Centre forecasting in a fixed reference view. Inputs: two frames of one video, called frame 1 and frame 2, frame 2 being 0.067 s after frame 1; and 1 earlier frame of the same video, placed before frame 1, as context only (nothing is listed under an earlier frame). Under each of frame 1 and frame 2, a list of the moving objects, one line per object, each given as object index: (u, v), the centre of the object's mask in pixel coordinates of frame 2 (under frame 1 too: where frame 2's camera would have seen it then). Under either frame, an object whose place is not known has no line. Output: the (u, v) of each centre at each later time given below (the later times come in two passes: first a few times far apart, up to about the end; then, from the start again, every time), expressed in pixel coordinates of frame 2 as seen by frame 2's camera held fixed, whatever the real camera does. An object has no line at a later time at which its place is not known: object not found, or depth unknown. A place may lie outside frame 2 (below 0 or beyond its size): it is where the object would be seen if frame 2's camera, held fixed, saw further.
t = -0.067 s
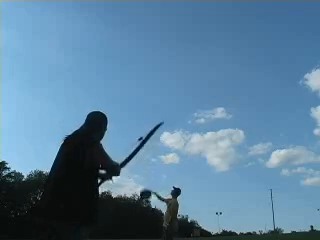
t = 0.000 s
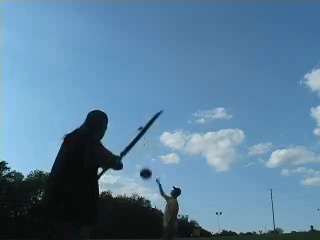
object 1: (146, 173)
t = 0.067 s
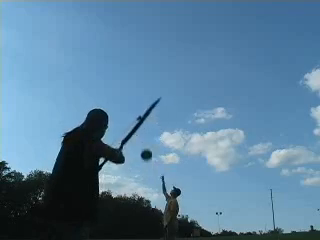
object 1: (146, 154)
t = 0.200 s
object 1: (147, 123)
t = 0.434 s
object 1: (148, 85)
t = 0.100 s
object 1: (147, 146)
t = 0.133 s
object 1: (147, 138)
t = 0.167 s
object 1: (147, 130)
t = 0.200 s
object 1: (147, 123)
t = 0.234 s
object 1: (147, 117)
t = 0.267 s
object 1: (147, 110)
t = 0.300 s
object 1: (148, 104)
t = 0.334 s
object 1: (148, 99)
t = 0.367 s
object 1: (148, 94)
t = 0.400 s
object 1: (148, 89)
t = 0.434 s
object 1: (148, 85)
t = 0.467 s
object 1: (148, 81)
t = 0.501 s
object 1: (148, 78)
